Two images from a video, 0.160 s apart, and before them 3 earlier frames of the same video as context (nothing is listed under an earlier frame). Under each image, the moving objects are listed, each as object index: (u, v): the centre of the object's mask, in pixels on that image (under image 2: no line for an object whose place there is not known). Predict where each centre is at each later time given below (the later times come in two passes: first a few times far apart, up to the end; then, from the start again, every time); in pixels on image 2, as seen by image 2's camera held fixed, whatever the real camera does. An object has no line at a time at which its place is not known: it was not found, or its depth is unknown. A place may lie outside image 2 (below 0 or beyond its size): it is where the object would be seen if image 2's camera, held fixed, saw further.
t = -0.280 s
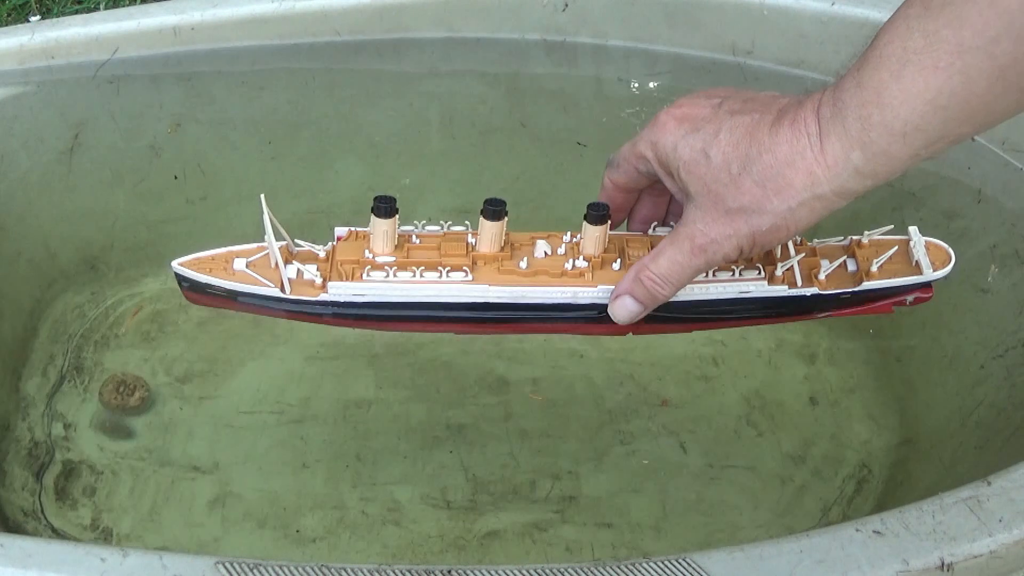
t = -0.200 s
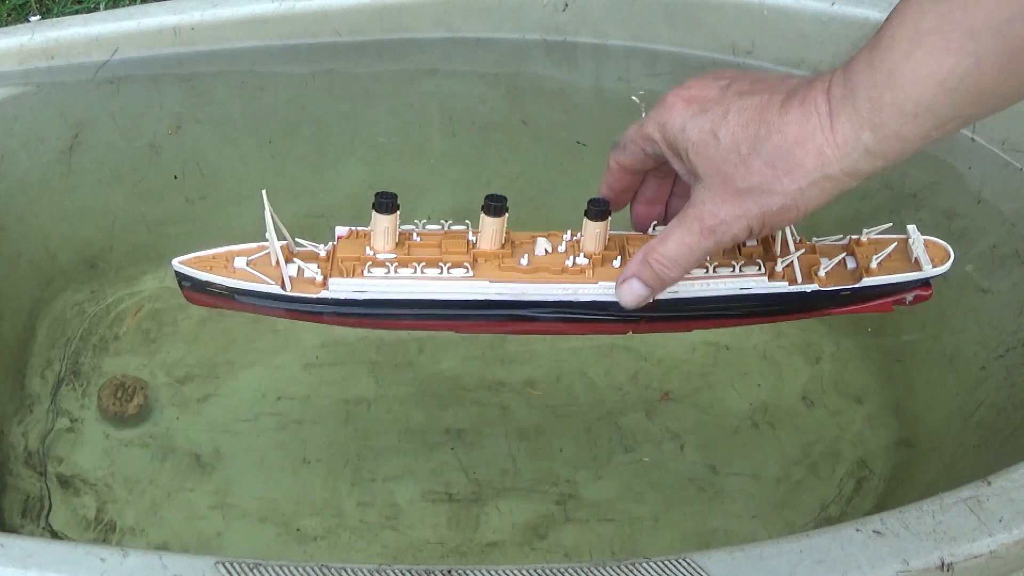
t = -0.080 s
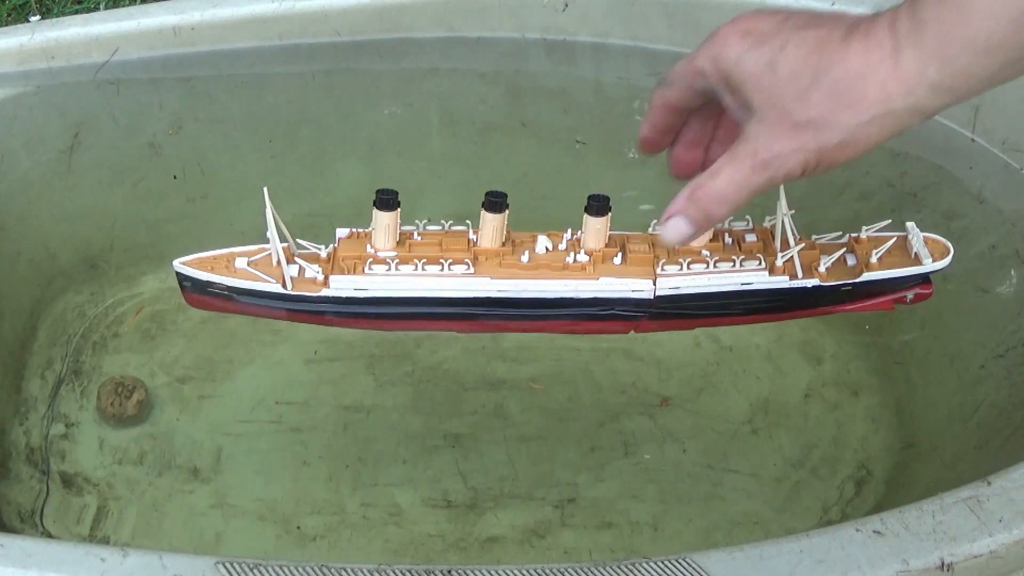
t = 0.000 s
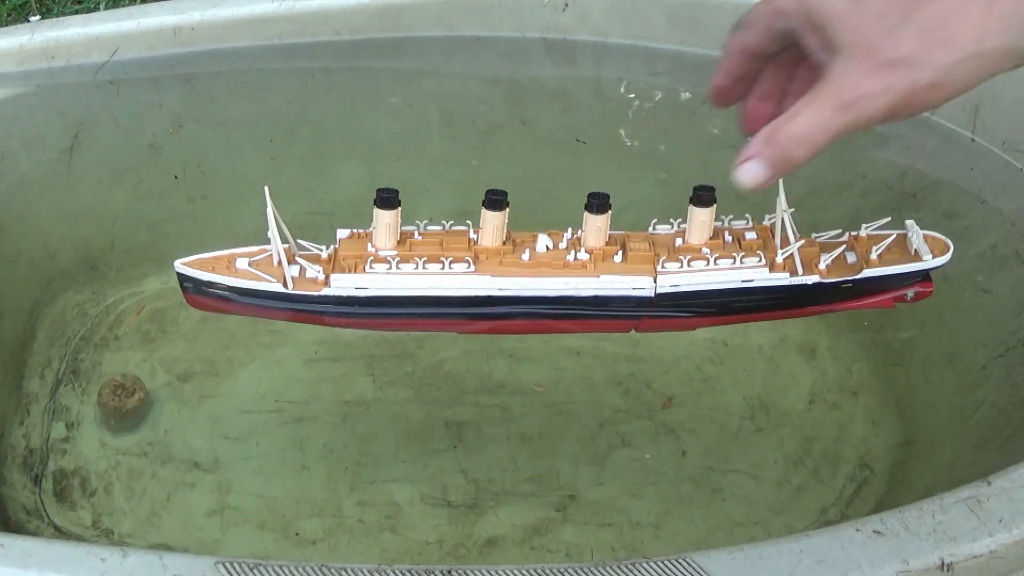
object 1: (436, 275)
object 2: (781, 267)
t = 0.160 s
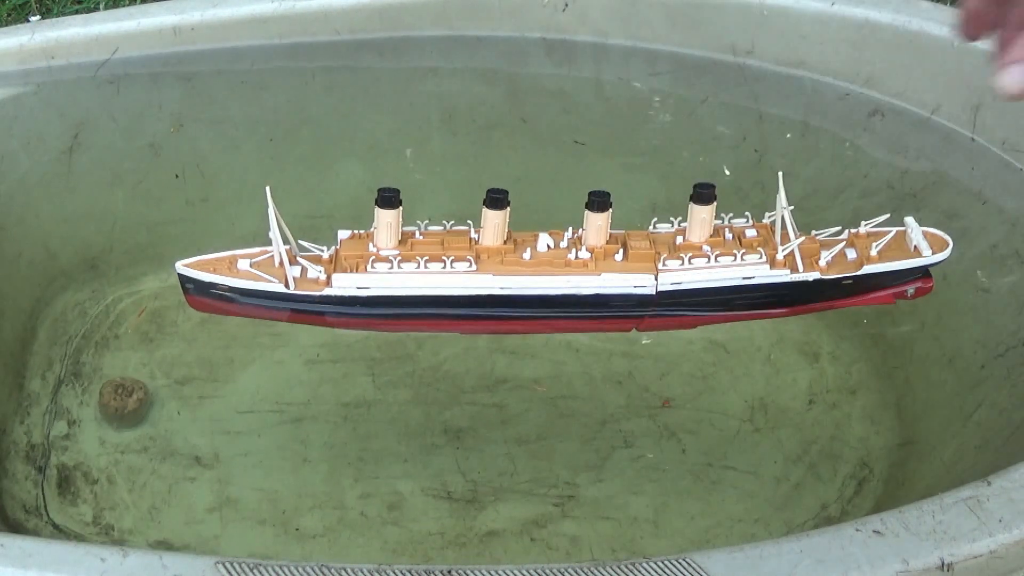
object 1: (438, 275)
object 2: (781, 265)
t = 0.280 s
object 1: (439, 275)
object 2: (782, 264)
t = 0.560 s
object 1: (440, 276)
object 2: (782, 262)
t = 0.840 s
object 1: (442, 275)
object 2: (784, 260)
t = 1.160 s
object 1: (442, 278)
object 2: (785, 258)
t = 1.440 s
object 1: (443, 277)
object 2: (785, 256)
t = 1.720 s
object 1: (444, 279)
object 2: (786, 255)
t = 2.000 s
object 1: (444, 279)
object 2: (786, 254)
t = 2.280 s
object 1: (443, 280)
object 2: (783, 254)
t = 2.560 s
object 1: (443, 281)
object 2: (782, 254)
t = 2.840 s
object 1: (442, 282)
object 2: (782, 254)
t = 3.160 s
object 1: (442, 284)
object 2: (781, 255)
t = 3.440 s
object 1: (442, 285)
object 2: (782, 256)
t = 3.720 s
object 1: (443, 287)
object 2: (782, 257)
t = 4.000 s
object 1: (443, 288)
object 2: (783, 258)
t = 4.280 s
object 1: (444, 290)
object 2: (783, 259)
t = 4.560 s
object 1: (445, 292)
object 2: (786, 260)
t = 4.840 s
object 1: (446, 295)
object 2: (786, 261)
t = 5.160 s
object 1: (447, 298)
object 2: (787, 262)
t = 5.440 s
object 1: (448, 300)
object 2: (789, 262)
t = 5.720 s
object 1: (448, 302)
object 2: (788, 264)
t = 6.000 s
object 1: (447, 304)
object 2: (788, 264)
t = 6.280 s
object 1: (447, 307)
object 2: (786, 265)
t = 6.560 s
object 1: (446, 314)
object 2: (782, 264)
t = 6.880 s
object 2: (766, 266)
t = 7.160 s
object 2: (744, 268)
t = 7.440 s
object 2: (728, 268)
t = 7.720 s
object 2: (713, 273)
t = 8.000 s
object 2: (713, 276)
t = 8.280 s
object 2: (714, 280)
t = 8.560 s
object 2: (714, 283)
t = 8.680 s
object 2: (711, 287)
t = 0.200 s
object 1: (438, 275)
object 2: (782, 265)
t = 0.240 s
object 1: (438, 275)
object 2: (782, 264)
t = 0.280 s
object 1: (439, 275)
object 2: (782, 264)
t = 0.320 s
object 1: (439, 275)
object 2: (782, 264)
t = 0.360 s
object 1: (439, 275)
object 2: (782, 263)
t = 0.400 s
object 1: (438, 275)
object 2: (782, 263)
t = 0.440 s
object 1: (437, 275)
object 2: (782, 262)
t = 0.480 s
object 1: (437, 276)
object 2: (782, 262)
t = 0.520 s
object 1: (440, 276)
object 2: (782, 262)
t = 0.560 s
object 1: (440, 276)
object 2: (782, 262)
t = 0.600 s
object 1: (438, 277)
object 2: (782, 262)
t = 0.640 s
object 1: (439, 277)
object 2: (783, 261)
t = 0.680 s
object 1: (441, 277)
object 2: (783, 261)
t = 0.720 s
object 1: (439, 277)
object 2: (783, 261)
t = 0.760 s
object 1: (439, 277)
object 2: (783, 261)
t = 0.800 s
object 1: (440, 276)
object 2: (783, 260)
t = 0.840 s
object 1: (442, 275)
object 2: (784, 260)
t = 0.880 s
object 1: (441, 276)
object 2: (784, 259)
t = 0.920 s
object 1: (441, 276)
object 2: (784, 259)
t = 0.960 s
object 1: (442, 276)
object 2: (784, 258)
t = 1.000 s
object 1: (443, 277)
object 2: (784, 258)
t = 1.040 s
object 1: (442, 278)
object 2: (784, 258)
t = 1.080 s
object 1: (442, 278)
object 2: (784, 258)
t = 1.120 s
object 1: (443, 278)
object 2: (784, 258)
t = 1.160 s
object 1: (442, 278)
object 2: (785, 258)
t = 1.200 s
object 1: (442, 277)
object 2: (785, 258)
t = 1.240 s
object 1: (442, 277)
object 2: (785, 258)
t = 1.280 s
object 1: (443, 277)
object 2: (785, 257)
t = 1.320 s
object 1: (443, 277)
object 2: (785, 257)
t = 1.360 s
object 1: (442, 277)
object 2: (785, 256)
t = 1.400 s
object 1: (443, 277)
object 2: (785, 256)
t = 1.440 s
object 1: (443, 277)
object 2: (785, 256)
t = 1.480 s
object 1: (443, 278)
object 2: (785, 256)
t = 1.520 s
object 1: (444, 278)
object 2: (786, 256)
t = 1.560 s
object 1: (444, 278)
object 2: (786, 256)
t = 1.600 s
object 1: (444, 278)
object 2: (786, 256)
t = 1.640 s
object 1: (445, 278)
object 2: (786, 256)
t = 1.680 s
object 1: (444, 278)
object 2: (786, 256)
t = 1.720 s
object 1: (444, 279)
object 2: (786, 255)
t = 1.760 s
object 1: (445, 279)
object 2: (786, 255)
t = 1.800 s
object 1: (445, 279)
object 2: (785, 255)
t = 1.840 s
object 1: (444, 279)
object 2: (786, 255)
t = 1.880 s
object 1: (444, 279)
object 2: (785, 254)
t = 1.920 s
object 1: (444, 279)
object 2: (786, 254)
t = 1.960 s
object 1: (444, 279)
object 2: (786, 254)
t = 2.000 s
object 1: (444, 279)
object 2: (786, 254)
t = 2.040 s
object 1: (444, 279)
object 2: (785, 254)
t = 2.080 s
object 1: (444, 279)
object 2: (785, 254)
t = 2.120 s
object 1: (444, 280)
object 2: (784, 255)
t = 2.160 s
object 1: (444, 280)
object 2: (784, 255)
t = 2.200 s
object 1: (444, 280)
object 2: (783, 255)
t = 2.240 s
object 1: (444, 280)
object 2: (783, 254)
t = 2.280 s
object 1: (443, 280)
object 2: (783, 254)
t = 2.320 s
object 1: (443, 280)
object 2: (783, 254)
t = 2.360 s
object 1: (443, 280)
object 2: (783, 254)
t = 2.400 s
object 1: (443, 280)
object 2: (783, 254)
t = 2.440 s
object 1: (443, 280)
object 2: (783, 254)
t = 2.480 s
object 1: (443, 280)
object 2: (783, 254)
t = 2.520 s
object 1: (443, 281)
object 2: (782, 254)
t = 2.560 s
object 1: (443, 281)
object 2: (782, 254)
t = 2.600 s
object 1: (443, 281)
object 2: (782, 254)
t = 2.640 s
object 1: (443, 282)
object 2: (781, 255)
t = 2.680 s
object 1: (442, 282)
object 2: (781, 255)
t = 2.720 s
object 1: (442, 282)
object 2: (781, 255)
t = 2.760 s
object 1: (442, 282)
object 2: (782, 255)
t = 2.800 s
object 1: (442, 282)
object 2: (782, 254)
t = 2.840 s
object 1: (442, 282)
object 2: (782, 254)
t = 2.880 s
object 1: (442, 282)
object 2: (782, 254)
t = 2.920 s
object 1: (442, 282)
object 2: (781, 254)
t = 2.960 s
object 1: (442, 282)
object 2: (781, 254)
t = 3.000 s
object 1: (442, 282)
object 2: (781, 254)
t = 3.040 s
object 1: (442, 282)
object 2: (781, 255)
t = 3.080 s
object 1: (442, 283)
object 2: (781, 255)
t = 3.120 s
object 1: (442, 283)
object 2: (781, 255)
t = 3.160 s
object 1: (442, 284)
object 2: (781, 255)
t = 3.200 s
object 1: (442, 284)
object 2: (781, 255)
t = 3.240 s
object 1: (441, 284)
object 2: (781, 256)
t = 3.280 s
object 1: (442, 284)
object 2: (781, 256)
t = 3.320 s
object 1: (442, 284)
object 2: (781, 256)
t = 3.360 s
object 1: (442, 284)
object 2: (781, 256)
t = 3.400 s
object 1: (442, 284)
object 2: (781, 256)
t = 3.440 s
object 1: (442, 285)
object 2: (782, 256)
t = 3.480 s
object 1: (442, 285)
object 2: (782, 256)
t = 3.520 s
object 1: (442, 285)
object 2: (782, 256)
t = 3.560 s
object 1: (442, 286)
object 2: (782, 257)
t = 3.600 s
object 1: (442, 286)
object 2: (782, 257)
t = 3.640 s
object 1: (442, 287)
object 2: (782, 257)
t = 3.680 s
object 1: (442, 287)
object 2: (782, 257)
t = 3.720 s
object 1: (443, 287)
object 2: (782, 257)
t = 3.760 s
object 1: (443, 287)
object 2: (782, 257)
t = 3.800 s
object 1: (443, 287)
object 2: (782, 257)
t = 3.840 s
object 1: (442, 287)
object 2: (782, 257)
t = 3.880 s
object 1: (443, 287)
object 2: (782, 257)
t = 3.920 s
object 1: (443, 287)
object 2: (783, 257)
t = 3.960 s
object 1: (443, 288)
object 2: (783, 258)
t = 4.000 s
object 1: (443, 288)
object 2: (783, 258)
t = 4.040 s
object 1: (444, 289)
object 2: (783, 259)
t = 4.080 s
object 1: (443, 289)
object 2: (783, 259)
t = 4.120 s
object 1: (443, 290)
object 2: (783, 259)
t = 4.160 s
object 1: (443, 290)
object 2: (783, 259)
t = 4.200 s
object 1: (443, 290)
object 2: (783, 259)
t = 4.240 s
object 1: (443, 290)
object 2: (783, 259)
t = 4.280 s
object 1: (444, 290)
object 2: (783, 259)
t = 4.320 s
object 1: (444, 291)
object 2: (784, 259)
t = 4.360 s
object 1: (444, 291)
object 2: (784, 259)
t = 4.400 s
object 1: (444, 291)
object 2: (785, 259)
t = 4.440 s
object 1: (445, 291)
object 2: (785, 259)
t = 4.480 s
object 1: (445, 291)
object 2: (785, 260)
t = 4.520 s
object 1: (445, 292)
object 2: (785, 260)
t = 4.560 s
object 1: (445, 292)
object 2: (786, 260)
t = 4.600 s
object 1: (445, 293)
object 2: (786, 260)
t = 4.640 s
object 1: (445, 293)
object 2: (785, 260)
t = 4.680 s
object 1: (445, 293)
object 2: (786, 260)
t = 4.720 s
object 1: (446, 294)
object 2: (786, 260)
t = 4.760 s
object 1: (446, 294)
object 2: (786, 261)
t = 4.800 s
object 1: (446, 295)
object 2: (786, 261)
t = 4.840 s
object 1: (446, 295)
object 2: (786, 261)
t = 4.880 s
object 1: (446, 295)
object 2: (786, 261)
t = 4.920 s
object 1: (446, 295)
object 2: (786, 261)
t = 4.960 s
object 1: (446, 296)
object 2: (787, 261)
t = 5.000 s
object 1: (446, 296)
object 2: (787, 261)
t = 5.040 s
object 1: (446, 297)
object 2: (787, 261)
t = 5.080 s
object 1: (447, 297)
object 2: (787, 262)
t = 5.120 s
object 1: (447, 298)
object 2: (787, 262)
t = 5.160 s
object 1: (447, 298)
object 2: (787, 262)
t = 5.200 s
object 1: (447, 298)
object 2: (788, 262)
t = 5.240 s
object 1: (447, 299)
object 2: (788, 262)
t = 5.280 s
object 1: (448, 299)
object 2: (788, 262)
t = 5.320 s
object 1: (447, 300)
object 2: (789, 262)
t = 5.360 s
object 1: (447, 300)
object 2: (789, 262)
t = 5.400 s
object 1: (448, 300)
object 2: (789, 262)
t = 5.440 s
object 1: (448, 300)
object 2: (789, 262)
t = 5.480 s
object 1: (448, 300)
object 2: (788, 263)
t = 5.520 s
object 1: (448, 300)
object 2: (789, 263)
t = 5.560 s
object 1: (447, 301)
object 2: (789, 263)
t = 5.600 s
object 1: (448, 301)
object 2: (789, 263)
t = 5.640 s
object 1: (447, 302)
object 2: (788, 264)
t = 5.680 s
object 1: (448, 302)
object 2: (788, 264)
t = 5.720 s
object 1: (448, 302)
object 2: (788, 264)
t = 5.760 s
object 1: (447, 302)
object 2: (788, 264)
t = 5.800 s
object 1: (447, 303)
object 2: (788, 264)
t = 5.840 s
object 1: (448, 302)
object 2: (788, 264)
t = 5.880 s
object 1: (447, 303)
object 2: (788, 264)
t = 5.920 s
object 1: (447, 303)
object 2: (788, 264)
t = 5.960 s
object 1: (447, 303)
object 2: (788, 264)
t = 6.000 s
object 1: (447, 304)
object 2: (788, 264)
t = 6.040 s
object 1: (448, 304)
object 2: (788, 264)
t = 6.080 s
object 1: (448, 304)
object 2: (788, 264)
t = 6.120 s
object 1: (448, 305)
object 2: (788, 265)
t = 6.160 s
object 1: (448, 305)
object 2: (787, 265)
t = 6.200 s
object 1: (447, 306)
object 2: (787, 265)
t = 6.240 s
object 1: (447, 306)
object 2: (787, 265)
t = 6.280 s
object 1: (447, 307)
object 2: (786, 265)
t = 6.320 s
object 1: (447, 308)
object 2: (785, 265)
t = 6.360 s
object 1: (447, 309)
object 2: (785, 265)
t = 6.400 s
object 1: (447, 309)
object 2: (784, 265)
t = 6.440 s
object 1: (448, 310)
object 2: (784, 265)
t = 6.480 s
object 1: (447, 311)
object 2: (783, 265)
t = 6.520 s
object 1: (447, 312)
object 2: (783, 264)
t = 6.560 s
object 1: (446, 314)
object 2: (782, 264)
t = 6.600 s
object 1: (446, 315)
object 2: (781, 264)
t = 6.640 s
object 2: (779, 264)
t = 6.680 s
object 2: (778, 265)
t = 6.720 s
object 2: (776, 265)
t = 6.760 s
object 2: (774, 266)
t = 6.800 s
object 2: (771, 266)
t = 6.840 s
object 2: (769, 266)
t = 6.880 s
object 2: (766, 266)
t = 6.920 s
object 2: (764, 266)
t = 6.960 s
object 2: (761, 266)
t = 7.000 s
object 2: (758, 266)
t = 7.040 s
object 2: (756, 266)
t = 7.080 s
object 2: (752, 266)
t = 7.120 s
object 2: (748, 267)
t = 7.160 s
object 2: (744, 268)
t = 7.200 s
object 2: (739, 268)
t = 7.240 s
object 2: (735, 269)
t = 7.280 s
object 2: (736, 268)
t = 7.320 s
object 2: (734, 269)
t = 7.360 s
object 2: (732, 269)
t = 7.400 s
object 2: (731, 268)
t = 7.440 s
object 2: (728, 268)
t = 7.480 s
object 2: (726, 269)
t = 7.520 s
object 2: (725, 270)
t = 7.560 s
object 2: (723, 270)
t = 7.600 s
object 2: (721, 270)
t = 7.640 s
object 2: (717, 272)
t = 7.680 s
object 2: (715, 273)
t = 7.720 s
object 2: (713, 273)
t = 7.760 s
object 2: (712, 275)
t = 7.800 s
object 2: (711, 276)
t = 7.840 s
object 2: (711, 276)
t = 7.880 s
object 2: (711, 276)
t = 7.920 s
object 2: (711, 276)
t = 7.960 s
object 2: (712, 276)
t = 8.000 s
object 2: (713, 276)
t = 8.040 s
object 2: (713, 277)
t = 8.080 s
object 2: (713, 277)
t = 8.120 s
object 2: (713, 278)
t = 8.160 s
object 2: (714, 278)
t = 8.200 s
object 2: (714, 278)
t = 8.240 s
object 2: (714, 279)
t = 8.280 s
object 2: (714, 280)
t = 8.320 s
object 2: (715, 280)
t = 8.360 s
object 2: (716, 281)
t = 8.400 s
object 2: (716, 281)
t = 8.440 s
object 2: (717, 281)
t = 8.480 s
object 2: (716, 282)
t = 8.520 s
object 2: (716, 282)
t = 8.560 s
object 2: (714, 283)
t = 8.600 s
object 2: (712, 285)
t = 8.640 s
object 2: (712, 286)
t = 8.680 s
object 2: (711, 287)
